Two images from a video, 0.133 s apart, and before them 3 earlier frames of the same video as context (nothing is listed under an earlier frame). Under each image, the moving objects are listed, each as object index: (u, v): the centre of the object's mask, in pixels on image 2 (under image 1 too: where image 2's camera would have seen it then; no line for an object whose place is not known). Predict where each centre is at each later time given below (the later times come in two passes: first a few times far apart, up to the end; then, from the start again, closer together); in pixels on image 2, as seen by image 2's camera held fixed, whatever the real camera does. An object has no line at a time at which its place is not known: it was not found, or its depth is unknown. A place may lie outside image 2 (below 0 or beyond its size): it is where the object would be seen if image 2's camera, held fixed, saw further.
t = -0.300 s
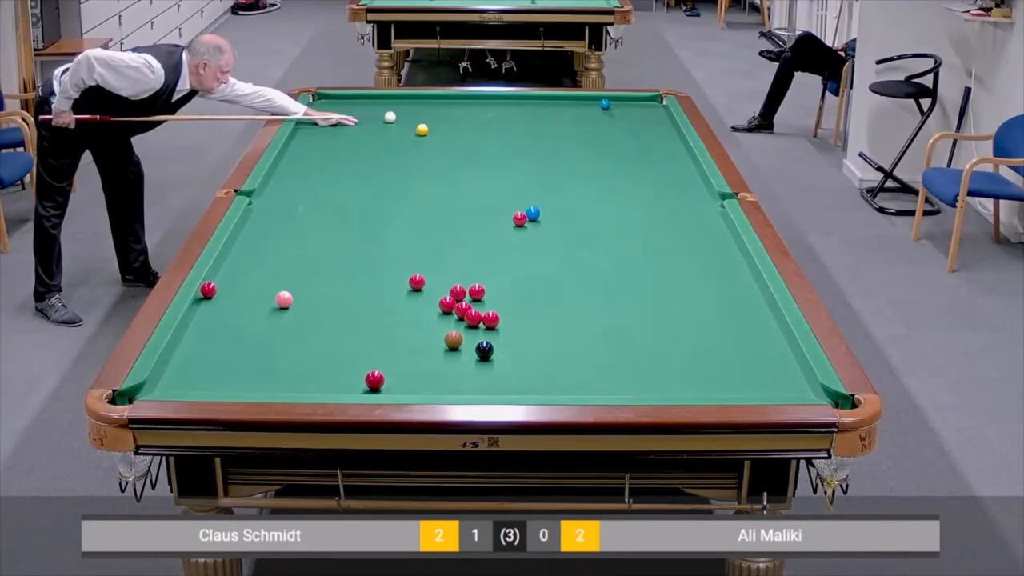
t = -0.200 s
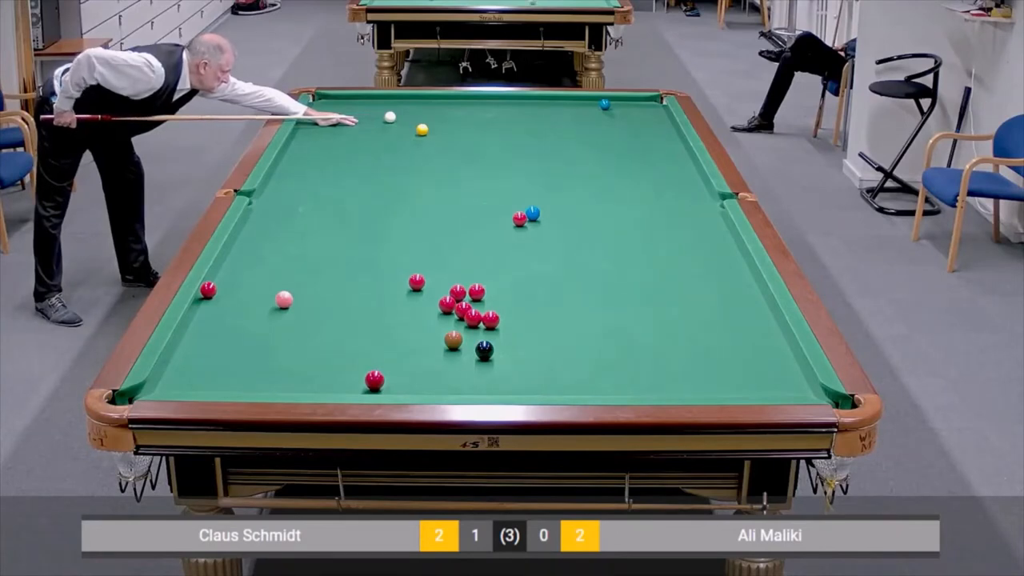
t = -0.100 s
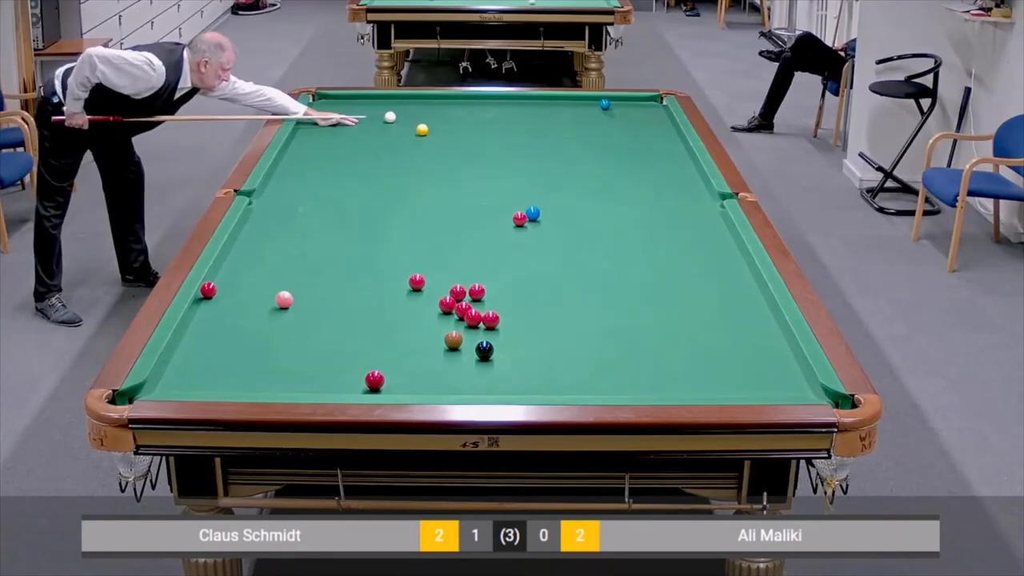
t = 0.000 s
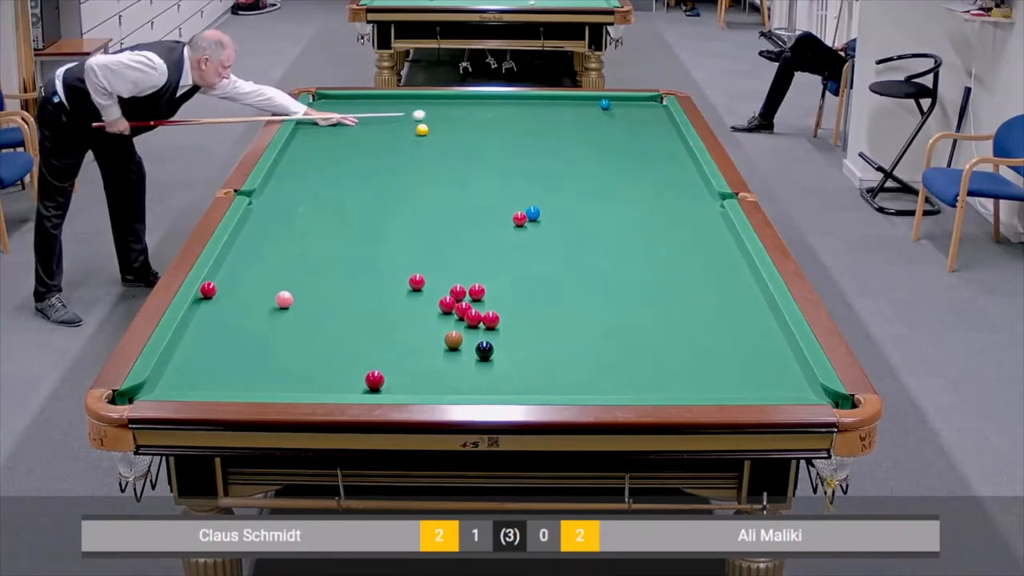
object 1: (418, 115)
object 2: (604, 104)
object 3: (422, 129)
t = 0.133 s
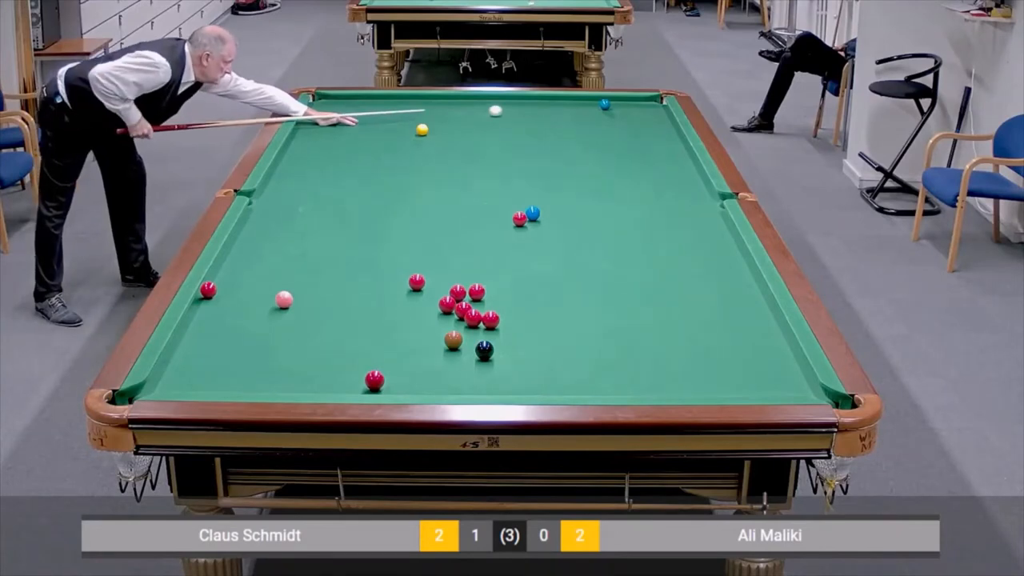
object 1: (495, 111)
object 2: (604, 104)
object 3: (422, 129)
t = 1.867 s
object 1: (535, 123)
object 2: (436, 121)
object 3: (422, 129)
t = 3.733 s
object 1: (398, 139)
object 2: (367, 143)
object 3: (400, 126)
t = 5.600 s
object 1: (358, 149)
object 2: (460, 154)
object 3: (389, 125)
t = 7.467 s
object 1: (356, 149)
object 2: (483, 158)
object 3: (388, 125)
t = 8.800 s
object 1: (356, 149)
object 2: (483, 158)
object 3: (388, 125)
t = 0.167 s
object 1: (513, 110)
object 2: (604, 104)
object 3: (422, 129)
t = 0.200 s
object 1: (530, 109)
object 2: (604, 104)
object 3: (422, 129)
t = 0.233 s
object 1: (547, 108)
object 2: (604, 104)
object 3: (422, 129)
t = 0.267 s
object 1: (563, 107)
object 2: (604, 104)
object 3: (422, 129)
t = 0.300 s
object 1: (579, 106)
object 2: (604, 104)
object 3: (422, 129)
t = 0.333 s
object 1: (595, 106)
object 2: (605, 104)
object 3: (422, 129)
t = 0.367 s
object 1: (601, 106)
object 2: (614, 102)
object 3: (422, 129)
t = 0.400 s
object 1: (605, 108)
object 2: (625, 101)
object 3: (422, 129)
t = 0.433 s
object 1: (611, 109)
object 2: (635, 99)
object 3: (422, 129)
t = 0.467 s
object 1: (616, 109)
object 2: (644, 98)
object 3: (422, 129)
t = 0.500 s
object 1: (622, 110)
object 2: (654, 99)
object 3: (422, 129)
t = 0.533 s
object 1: (628, 111)
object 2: (660, 100)
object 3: (422, 129)
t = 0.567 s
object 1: (634, 112)
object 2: (654, 101)
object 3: (422, 129)
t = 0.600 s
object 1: (641, 112)
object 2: (647, 101)
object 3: (422, 129)
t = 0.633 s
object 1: (648, 113)
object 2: (639, 102)
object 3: (422, 129)
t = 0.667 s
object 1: (655, 114)
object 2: (633, 102)
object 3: (422, 129)
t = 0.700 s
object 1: (662, 114)
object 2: (627, 103)
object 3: (422, 129)
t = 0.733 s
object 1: (666, 115)
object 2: (622, 103)
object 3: (422, 129)
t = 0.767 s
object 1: (660, 115)
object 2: (617, 104)
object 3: (422, 129)
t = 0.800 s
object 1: (655, 115)
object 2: (611, 104)
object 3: (422, 129)
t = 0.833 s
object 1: (650, 115)
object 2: (606, 104)
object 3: (422, 129)
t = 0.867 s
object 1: (645, 116)
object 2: (600, 105)
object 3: (422, 129)
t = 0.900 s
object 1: (641, 116)
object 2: (595, 106)
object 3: (422, 129)
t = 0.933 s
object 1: (637, 116)
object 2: (589, 107)
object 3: (422, 129)
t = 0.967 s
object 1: (633, 116)
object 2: (584, 107)
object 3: (422, 129)
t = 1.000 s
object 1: (630, 117)
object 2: (578, 107)
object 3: (422, 129)
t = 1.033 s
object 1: (626, 117)
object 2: (573, 108)
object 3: (422, 129)
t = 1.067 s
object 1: (622, 117)
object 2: (568, 108)
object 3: (422, 129)
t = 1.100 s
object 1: (618, 118)
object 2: (562, 109)
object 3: (422, 129)
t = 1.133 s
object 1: (615, 118)
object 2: (557, 109)
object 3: (422, 129)
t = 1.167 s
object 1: (610, 118)
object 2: (551, 110)
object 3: (422, 129)
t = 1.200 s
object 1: (607, 118)
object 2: (545, 110)
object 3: (422, 129)
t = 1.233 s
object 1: (603, 119)
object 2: (540, 110)
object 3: (422, 129)
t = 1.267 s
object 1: (599, 119)
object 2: (535, 111)
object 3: (422, 129)
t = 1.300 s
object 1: (596, 119)
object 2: (529, 111)
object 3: (422, 129)
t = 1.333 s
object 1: (592, 119)
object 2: (524, 112)
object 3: (422, 129)
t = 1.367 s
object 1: (588, 120)
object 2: (518, 113)
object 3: (422, 129)
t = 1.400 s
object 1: (584, 120)
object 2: (512, 113)
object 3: (422, 129)
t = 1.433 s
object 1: (581, 120)
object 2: (507, 114)
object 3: (422, 129)
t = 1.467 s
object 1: (577, 120)
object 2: (502, 114)
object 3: (422, 129)
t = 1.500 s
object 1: (574, 120)
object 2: (496, 115)
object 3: (422, 129)
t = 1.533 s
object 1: (570, 121)
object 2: (491, 115)
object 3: (422, 129)
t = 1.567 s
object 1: (566, 121)
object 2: (485, 116)
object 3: (422, 129)
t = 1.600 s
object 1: (563, 121)
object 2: (480, 117)
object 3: (422, 129)
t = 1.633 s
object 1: (559, 122)
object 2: (474, 117)
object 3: (422, 129)
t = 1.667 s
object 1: (555, 122)
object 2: (469, 117)
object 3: (422, 129)
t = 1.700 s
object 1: (552, 122)
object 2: (463, 118)
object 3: (422, 129)
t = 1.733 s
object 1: (549, 123)
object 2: (458, 118)
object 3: (422, 129)
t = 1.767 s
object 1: (545, 123)
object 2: (452, 119)
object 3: (422, 129)
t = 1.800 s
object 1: (541, 123)
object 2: (447, 119)
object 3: (422, 129)
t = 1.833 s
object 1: (538, 123)
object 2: (442, 120)
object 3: (422, 129)
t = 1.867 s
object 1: (535, 123)
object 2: (436, 121)
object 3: (422, 129)
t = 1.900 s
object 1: (531, 124)
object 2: (431, 121)
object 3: (422, 129)
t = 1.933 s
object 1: (527, 124)
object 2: (426, 121)
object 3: (422, 129)
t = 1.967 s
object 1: (524, 124)
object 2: (420, 120)
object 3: (422, 129)
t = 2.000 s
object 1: (521, 124)
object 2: (414, 122)
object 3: (422, 129)
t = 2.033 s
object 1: (517, 125)
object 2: (409, 123)
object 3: (422, 129)
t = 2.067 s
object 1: (514, 125)
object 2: (403, 124)
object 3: (422, 129)
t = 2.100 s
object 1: (510, 125)
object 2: (398, 124)
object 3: (422, 129)
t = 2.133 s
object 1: (507, 125)
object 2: (393, 125)
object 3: (422, 129)
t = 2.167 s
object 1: (504, 126)
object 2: (387, 125)
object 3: (422, 129)
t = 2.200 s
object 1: (500, 126)
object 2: (382, 126)
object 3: (422, 129)
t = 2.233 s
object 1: (497, 126)
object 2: (377, 126)
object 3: (422, 129)
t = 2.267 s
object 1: (494, 127)
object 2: (372, 127)
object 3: (422, 129)
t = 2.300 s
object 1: (491, 127)
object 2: (366, 128)
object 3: (422, 129)
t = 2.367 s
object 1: (484, 127)
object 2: (356, 129)
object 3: (422, 129)
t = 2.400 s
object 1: (481, 128)
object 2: (350, 129)
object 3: (422, 129)
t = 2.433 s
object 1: (478, 128)
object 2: (345, 130)
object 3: (422, 129)
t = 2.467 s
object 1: (475, 128)
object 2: (339, 130)
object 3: (422, 129)
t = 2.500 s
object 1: (471, 128)
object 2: (334, 131)
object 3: (422, 129)
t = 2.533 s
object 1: (468, 128)
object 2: (329, 131)
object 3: (422, 129)
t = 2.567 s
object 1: (465, 129)
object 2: (324, 132)
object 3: (422, 129)
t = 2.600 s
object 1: (462, 129)
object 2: (319, 132)
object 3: (422, 129)
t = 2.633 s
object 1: (459, 129)
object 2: (314, 133)
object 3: (422, 129)
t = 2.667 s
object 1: (456, 129)
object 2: (308, 133)
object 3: (422, 129)
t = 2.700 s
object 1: (453, 130)
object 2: (303, 134)
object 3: (422, 129)
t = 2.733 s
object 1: (450, 130)
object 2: (298, 134)
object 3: (422, 129)
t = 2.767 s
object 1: (447, 130)
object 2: (295, 134)
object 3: (422, 129)
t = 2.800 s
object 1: (444, 130)
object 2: (299, 135)
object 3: (422, 129)
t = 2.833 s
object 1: (441, 130)
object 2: (302, 135)
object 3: (422, 129)
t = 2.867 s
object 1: (438, 131)
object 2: (305, 135)
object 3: (422, 129)
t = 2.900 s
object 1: (435, 131)
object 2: (308, 136)
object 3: (422, 129)
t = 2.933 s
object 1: (433, 131)
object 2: (311, 136)
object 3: (421, 129)
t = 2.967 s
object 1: (431, 131)
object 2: (313, 136)
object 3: (421, 129)
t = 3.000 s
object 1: (429, 132)
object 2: (316, 137)
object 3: (419, 129)
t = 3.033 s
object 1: (428, 132)
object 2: (318, 137)
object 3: (418, 128)
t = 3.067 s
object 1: (427, 132)
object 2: (320, 137)
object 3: (417, 128)
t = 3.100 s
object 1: (425, 133)
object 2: (323, 138)
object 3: (416, 128)
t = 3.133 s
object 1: (423, 133)
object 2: (326, 138)
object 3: (415, 128)
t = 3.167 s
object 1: (422, 133)
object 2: (328, 138)
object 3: (414, 128)
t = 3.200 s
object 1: (420, 134)
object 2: (330, 139)
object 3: (412, 128)
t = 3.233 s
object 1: (419, 134)
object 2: (333, 139)
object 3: (412, 128)
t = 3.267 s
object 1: (417, 135)
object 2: (335, 139)
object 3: (411, 128)
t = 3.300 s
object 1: (416, 135)
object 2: (338, 140)
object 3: (410, 127)
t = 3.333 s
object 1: (415, 135)
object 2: (340, 140)
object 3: (409, 127)
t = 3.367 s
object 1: (413, 136)
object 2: (342, 140)
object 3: (408, 127)
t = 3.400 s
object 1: (412, 136)
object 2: (345, 140)
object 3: (407, 126)
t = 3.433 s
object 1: (410, 136)
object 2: (347, 141)
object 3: (406, 126)
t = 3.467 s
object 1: (409, 136)
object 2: (349, 141)
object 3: (405, 126)
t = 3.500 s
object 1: (408, 137)
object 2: (352, 142)
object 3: (405, 126)
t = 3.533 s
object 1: (406, 137)
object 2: (354, 142)
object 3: (404, 126)
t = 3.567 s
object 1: (405, 138)
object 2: (356, 142)
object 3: (403, 126)
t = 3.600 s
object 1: (404, 138)
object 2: (358, 142)
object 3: (403, 126)
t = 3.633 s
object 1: (403, 138)
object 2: (361, 143)
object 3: (402, 126)
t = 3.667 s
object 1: (402, 138)
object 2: (363, 143)
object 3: (401, 126)
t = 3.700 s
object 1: (400, 139)
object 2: (365, 143)
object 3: (401, 126)
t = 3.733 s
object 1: (398, 139)
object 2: (367, 143)
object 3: (400, 126)
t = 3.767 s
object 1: (397, 139)
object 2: (369, 143)
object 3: (399, 127)
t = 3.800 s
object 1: (396, 140)
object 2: (372, 144)
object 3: (399, 126)
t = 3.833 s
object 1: (395, 140)
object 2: (373, 144)
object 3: (398, 126)
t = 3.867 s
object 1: (394, 140)
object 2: (376, 144)
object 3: (397, 126)
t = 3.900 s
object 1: (393, 140)
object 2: (378, 145)
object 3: (397, 126)
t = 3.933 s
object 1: (392, 140)
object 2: (379, 145)
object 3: (396, 126)
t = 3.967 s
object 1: (391, 140)
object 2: (382, 145)
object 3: (396, 126)
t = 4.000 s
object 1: (391, 140)
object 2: (384, 145)
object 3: (395, 126)
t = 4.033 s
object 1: (390, 139)
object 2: (386, 146)
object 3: (395, 126)
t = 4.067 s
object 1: (387, 139)
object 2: (388, 146)
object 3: (394, 126)
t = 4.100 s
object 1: (385, 140)
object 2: (390, 146)
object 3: (394, 126)
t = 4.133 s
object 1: (384, 141)
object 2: (392, 146)
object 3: (393, 126)
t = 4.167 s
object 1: (384, 142)
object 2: (394, 147)
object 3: (393, 126)
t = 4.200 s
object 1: (383, 143)
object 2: (396, 147)
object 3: (393, 126)
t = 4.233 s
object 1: (382, 143)
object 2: (399, 147)
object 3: (392, 126)
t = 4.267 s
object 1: (381, 143)
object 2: (400, 147)
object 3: (391, 126)
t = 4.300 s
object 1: (380, 143)
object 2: (402, 147)
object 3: (391, 126)
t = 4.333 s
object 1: (380, 144)
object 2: (404, 148)
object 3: (391, 126)
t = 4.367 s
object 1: (379, 144)
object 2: (406, 148)
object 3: (391, 126)
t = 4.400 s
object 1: (378, 144)
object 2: (408, 148)
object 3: (390, 126)
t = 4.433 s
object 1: (377, 144)
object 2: (409, 149)
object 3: (390, 125)
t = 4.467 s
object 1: (376, 145)
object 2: (411, 148)
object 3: (390, 126)
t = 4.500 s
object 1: (375, 145)
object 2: (413, 149)
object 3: (390, 125)
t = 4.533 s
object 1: (374, 145)
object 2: (415, 149)
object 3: (390, 125)
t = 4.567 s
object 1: (374, 145)
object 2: (416, 149)
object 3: (389, 125)
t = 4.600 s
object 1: (373, 145)
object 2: (418, 149)
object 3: (389, 125)
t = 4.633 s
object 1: (372, 145)
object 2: (420, 149)
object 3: (389, 125)
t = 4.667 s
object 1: (371, 146)
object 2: (421, 150)
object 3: (389, 125)
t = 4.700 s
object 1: (371, 146)
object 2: (423, 150)
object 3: (389, 125)
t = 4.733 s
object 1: (370, 146)
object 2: (425, 150)
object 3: (389, 125)
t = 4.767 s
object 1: (369, 146)
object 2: (426, 150)
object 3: (389, 125)
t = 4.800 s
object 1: (368, 146)
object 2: (428, 150)
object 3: (389, 125)
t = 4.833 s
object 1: (368, 146)
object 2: (429, 151)
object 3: (388, 125)
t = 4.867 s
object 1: (367, 147)
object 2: (431, 151)
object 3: (389, 125)
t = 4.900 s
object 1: (366, 147)
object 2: (433, 151)
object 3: (388, 125)
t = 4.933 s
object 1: (366, 147)
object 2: (434, 151)
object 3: (389, 125)
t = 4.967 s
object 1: (365, 147)
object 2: (436, 151)
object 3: (389, 125)
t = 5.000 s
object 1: (365, 147)
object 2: (437, 152)
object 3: (388, 125)
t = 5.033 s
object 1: (364, 147)
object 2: (438, 152)
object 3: (389, 125)
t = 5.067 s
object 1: (364, 148)
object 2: (440, 152)
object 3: (388, 125)
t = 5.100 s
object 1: (363, 148)
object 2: (441, 152)
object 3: (388, 125)
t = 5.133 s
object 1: (363, 148)
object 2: (443, 152)
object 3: (388, 125)
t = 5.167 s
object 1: (362, 148)
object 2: (444, 153)
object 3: (388, 125)
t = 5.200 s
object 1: (362, 148)
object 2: (445, 153)
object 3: (388, 125)
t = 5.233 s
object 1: (361, 148)
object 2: (447, 153)
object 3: (389, 125)
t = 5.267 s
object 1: (361, 148)
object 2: (448, 153)
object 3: (388, 125)
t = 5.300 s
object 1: (361, 148)
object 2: (449, 153)
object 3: (388, 125)
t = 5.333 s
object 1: (360, 148)
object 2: (451, 153)
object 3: (389, 125)
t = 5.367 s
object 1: (360, 148)
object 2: (452, 154)
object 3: (389, 125)
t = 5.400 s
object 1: (359, 148)
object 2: (453, 154)
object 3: (388, 125)
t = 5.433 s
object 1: (359, 148)
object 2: (454, 154)
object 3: (389, 125)
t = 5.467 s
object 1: (359, 148)
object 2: (455, 154)
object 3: (388, 125)
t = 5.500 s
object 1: (358, 148)
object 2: (456, 154)
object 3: (389, 125)
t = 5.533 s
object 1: (358, 148)
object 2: (458, 154)
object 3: (388, 125)
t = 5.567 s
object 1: (358, 149)
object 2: (459, 154)
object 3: (388, 125)
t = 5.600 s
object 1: (358, 149)
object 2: (460, 154)
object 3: (389, 125)
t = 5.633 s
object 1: (357, 149)
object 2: (461, 155)
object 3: (388, 125)
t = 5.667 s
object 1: (357, 149)
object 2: (462, 155)
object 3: (389, 125)
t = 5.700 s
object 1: (357, 149)
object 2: (463, 155)
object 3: (388, 125)
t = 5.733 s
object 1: (357, 149)
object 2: (464, 155)
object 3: (388, 125)
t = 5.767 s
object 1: (356, 149)
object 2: (465, 155)
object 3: (389, 125)
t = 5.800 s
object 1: (356, 149)
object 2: (466, 155)
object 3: (388, 125)
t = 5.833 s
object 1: (356, 149)
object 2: (466, 155)
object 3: (388, 125)
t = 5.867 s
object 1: (356, 149)
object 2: (467, 155)
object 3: (388, 125)
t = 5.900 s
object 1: (356, 149)
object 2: (468, 155)
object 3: (388, 125)
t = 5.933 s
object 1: (356, 149)
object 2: (469, 156)
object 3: (388, 125)
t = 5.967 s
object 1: (356, 149)
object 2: (470, 156)
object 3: (388, 125)
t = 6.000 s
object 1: (356, 149)
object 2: (471, 156)
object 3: (388, 125)
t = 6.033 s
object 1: (356, 149)
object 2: (471, 156)
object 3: (388, 125)
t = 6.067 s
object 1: (356, 149)
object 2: (472, 156)
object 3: (388, 125)
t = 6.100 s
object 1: (356, 149)
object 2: (473, 156)
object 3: (388, 125)
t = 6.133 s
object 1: (356, 149)
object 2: (474, 156)
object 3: (388, 125)
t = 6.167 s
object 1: (356, 149)
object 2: (474, 157)
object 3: (388, 125)
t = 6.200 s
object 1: (356, 149)
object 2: (475, 157)
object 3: (388, 125)
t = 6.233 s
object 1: (356, 149)
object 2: (475, 157)
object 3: (388, 125)
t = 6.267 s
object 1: (356, 149)
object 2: (476, 157)
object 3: (388, 125)
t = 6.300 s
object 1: (356, 149)
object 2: (477, 157)
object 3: (388, 125)
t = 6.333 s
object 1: (356, 149)
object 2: (477, 157)
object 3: (388, 125)
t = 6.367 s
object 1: (356, 149)
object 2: (478, 157)
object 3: (388, 125)
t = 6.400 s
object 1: (356, 149)
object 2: (478, 157)
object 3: (388, 125)
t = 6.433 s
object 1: (356, 149)
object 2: (479, 157)
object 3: (388, 125)
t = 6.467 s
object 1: (356, 149)
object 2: (479, 157)
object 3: (388, 125)
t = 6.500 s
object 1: (356, 149)
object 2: (480, 157)
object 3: (388, 125)
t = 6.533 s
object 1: (356, 149)
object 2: (480, 157)
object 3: (388, 125)
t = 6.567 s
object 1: (356, 149)
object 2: (481, 157)
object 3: (388, 125)
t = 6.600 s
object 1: (356, 149)
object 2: (481, 157)
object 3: (388, 125)
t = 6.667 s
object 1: (356, 149)
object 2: (482, 157)
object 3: (388, 125)
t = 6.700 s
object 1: (356, 149)
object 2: (482, 158)
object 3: (388, 125)
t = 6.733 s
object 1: (356, 149)
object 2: (482, 158)
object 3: (388, 125)
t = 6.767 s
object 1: (356, 149)
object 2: (483, 158)
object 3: (388, 125)
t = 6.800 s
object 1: (356, 149)
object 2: (483, 158)
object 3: (388, 125)
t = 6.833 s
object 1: (356, 149)
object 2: (483, 158)
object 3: (388, 125)
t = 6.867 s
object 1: (356, 149)
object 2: (483, 158)
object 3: (388, 125)
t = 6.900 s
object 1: (356, 149)
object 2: (483, 158)
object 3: (388, 125)
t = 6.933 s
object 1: (356, 149)
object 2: (483, 158)
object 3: (388, 125)
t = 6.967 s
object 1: (356, 149)
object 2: (484, 158)
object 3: (388, 125)
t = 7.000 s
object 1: (356, 149)
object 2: (484, 158)
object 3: (388, 125)
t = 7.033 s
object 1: (356, 149)
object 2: (484, 158)
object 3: (388, 125)
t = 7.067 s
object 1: (356, 149)
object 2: (484, 158)
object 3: (388, 125)
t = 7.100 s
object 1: (356, 149)
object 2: (484, 158)
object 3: (388, 125)
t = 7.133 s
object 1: (356, 149)
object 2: (484, 158)
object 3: (388, 125)
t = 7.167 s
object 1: (356, 149)
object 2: (484, 158)
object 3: (388, 125)
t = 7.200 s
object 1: (356, 149)
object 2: (484, 158)
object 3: (388, 125)
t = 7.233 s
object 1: (356, 149)
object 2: (484, 158)
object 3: (388, 125)
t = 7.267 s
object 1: (356, 149)
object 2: (484, 158)
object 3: (388, 125)
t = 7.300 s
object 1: (356, 149)
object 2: (484, 158)
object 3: (388, 125)
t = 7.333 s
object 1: (356, 149)
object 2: (483, 158)
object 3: (388, 125)
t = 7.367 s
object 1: (356, 149)
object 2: (483, 158)
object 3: (388, 125)
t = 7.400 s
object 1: (356, 149)
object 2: (483, 158)
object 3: (388, 125)
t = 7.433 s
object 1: (356, 149)
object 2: (483, 158)
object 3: (388, 125)
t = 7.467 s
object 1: (356, 149)
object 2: (483, 158)
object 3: (388, 125)
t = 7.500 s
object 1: (356, 149)
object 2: (483, 158)
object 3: (388, 125)
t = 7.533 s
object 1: (356, 149)
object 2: (483, 158)
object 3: (388, 125)
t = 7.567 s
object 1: (356, 149)
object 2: (483, 158)
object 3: (388, 125)
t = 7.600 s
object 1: (356, 149)
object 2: (483, 158)
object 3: (388, 125)
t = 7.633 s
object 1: (356, 149)
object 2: (483, 158)
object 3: (388, 125)
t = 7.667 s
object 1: (356, 149)
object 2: (483, 158)
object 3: (388, 125)
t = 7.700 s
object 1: (356, 149)
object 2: (483, 158)
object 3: (388, 125)
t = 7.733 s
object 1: (356, 149)
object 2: (483, 158)
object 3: (388, 125)
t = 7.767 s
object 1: (356, 149)
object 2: (483, 158)
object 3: (388, 125)
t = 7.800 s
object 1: (356, 149)
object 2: (483, 158)
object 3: (388, 125)
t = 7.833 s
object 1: (356, 149)
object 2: (483, 158)
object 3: (388, 125)
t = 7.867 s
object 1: (356, 149)
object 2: (483, 158)
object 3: (388, 125)
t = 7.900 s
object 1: (356, 149)
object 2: (483, 158)
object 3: (388, 125)
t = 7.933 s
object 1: (356, 149)
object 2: (483, 158)
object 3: (388, 125)
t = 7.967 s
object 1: (356, 149)
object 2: (483, 158)
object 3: (388, 125)
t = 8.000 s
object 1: (356, 149)
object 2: (483, 158)
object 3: (388, 125)
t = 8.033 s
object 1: (356, 149)
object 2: (483, 158)
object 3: (388, 125)
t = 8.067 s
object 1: (356, 149)
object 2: (483, 158)
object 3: (388, 125)
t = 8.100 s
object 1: (356, 149)
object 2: (483, 158)
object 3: (388, 125)
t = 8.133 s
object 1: (356, 149)
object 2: (483, 158)
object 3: (388, 125)
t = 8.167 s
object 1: (356, 149)
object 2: (483, 158)
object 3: (388, 125)
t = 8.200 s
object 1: (356, 149)
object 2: (483, 158)
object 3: (388, 125)
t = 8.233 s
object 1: (356, 149)
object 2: (483, 158)
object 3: (388, 125)
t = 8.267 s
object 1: (356, 149)
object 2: (483, 158)
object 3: (388, 125)
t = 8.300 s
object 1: (356, 149)
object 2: (483, 158)
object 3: (388, 125)
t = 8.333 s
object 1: (356, 149)
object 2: (483, 158)
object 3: (388, 125)
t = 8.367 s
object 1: (356, 149)
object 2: (483, 158)
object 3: (388, 125)
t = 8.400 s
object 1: (356, 149)
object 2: (483, 158)
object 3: (388, 125)
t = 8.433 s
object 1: (356, 149)
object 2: (483, 158)
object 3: (388, 125)
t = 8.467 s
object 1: (356, 149)
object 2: (483, 158)
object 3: (388, 125)
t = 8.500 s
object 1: (356, 149)
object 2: (483, 158)
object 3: (388, 125)
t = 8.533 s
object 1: (356, 149)
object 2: (483, 158)
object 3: (388, 125)
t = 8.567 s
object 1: (356, 149)
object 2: (483, 158)
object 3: (388, 125)
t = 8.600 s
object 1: (356, 149)
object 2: (483, 158)
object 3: (388, 125)
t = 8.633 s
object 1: (356, 149)
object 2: (483, 158)
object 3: (388, 125)
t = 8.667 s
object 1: (356, 149)
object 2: (483, 158)
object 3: (388, 125)
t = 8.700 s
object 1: (356, 149)
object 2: (483, 158)
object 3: (388, 125)
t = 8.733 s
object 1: (356, 149)
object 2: (483, 158)
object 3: (388, 125)
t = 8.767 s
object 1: (356, 149)
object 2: (483, 158)
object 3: (388, 125)
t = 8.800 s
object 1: (356, 149)
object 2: (483, 158)
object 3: (388, 125)
